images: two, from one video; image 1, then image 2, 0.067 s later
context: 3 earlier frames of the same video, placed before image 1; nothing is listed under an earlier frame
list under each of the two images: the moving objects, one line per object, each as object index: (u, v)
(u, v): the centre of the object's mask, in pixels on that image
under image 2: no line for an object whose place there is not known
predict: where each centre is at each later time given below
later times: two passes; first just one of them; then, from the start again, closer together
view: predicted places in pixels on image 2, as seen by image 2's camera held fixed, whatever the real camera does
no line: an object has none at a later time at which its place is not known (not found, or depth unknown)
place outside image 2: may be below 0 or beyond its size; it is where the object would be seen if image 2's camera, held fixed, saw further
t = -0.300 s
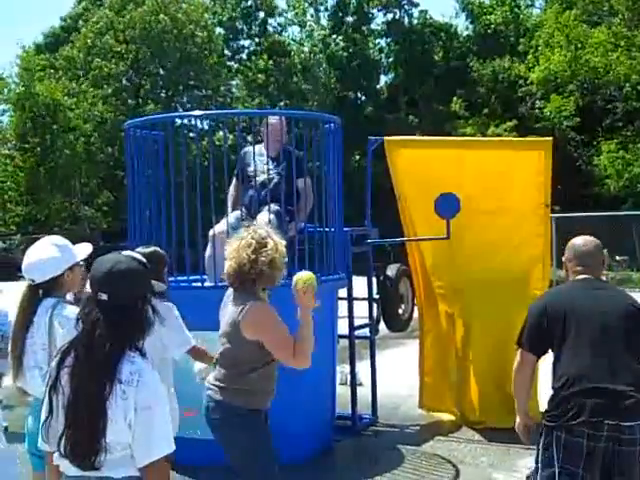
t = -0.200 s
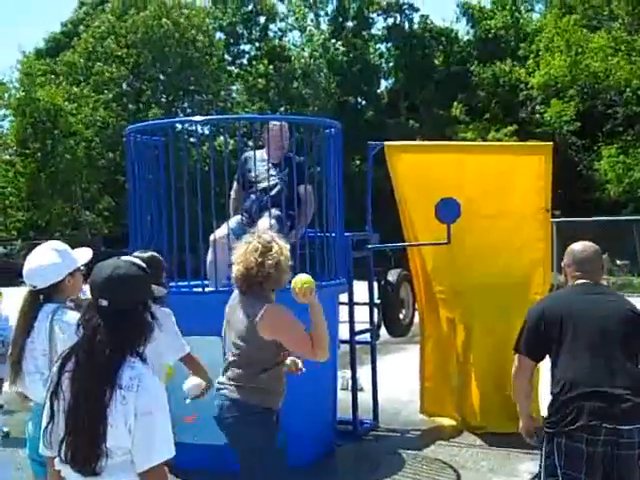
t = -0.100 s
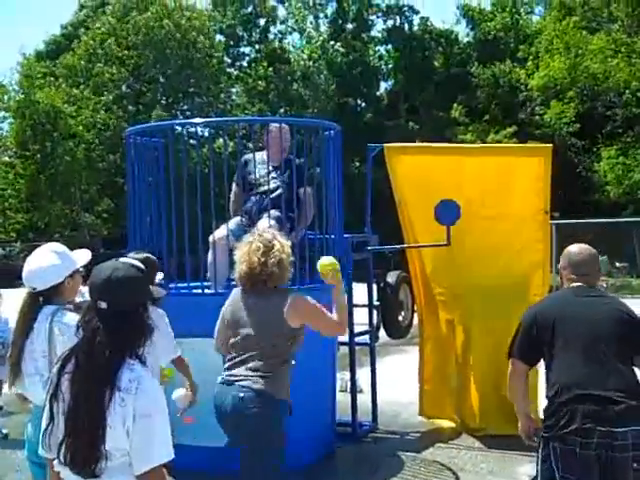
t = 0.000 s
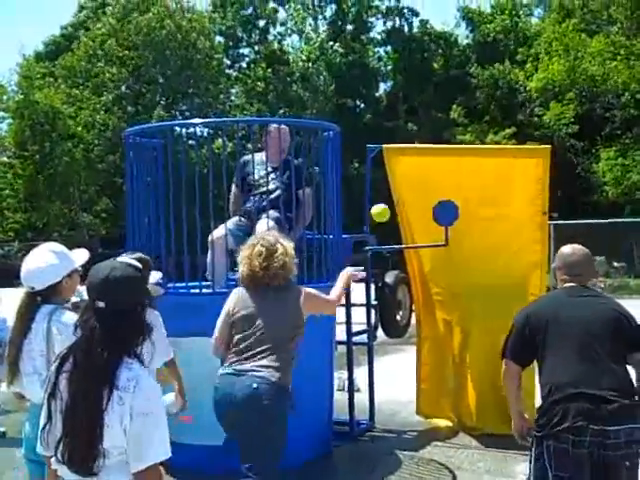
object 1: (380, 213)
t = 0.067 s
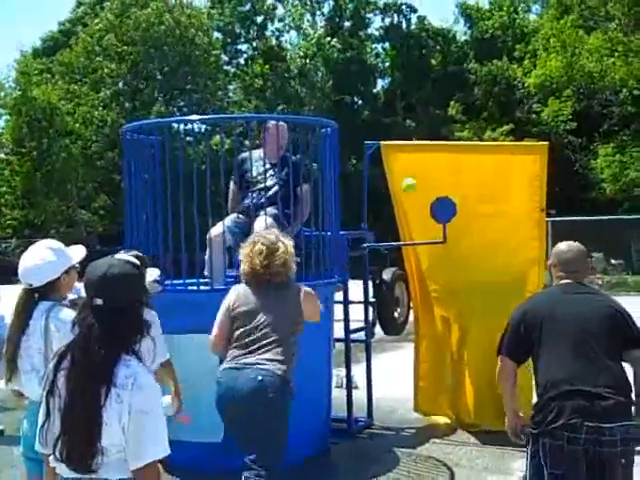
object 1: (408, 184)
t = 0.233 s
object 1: (467, 168)
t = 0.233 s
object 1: (467, 168)
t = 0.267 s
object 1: (477, 172)
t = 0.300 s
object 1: (480, 179)
